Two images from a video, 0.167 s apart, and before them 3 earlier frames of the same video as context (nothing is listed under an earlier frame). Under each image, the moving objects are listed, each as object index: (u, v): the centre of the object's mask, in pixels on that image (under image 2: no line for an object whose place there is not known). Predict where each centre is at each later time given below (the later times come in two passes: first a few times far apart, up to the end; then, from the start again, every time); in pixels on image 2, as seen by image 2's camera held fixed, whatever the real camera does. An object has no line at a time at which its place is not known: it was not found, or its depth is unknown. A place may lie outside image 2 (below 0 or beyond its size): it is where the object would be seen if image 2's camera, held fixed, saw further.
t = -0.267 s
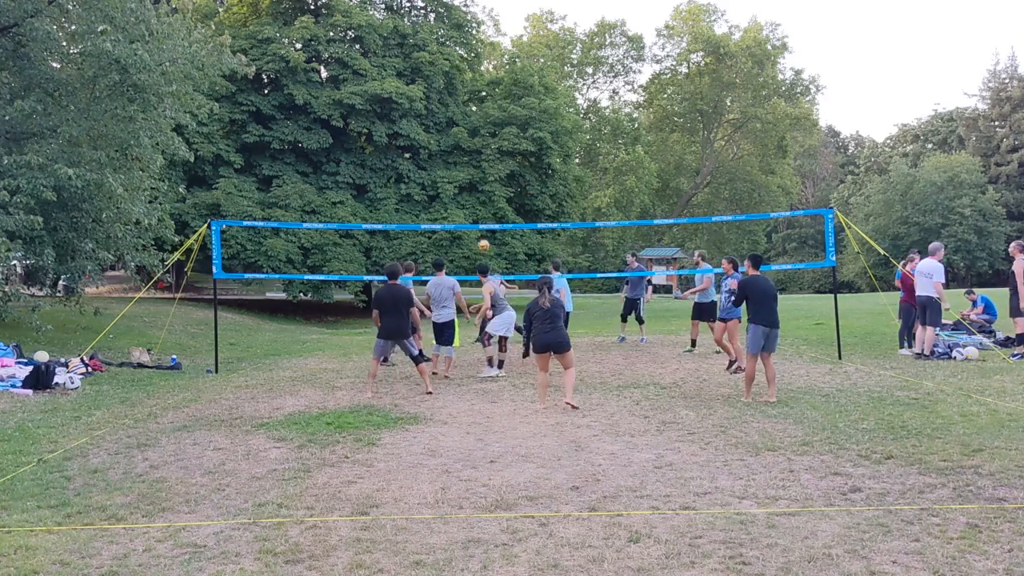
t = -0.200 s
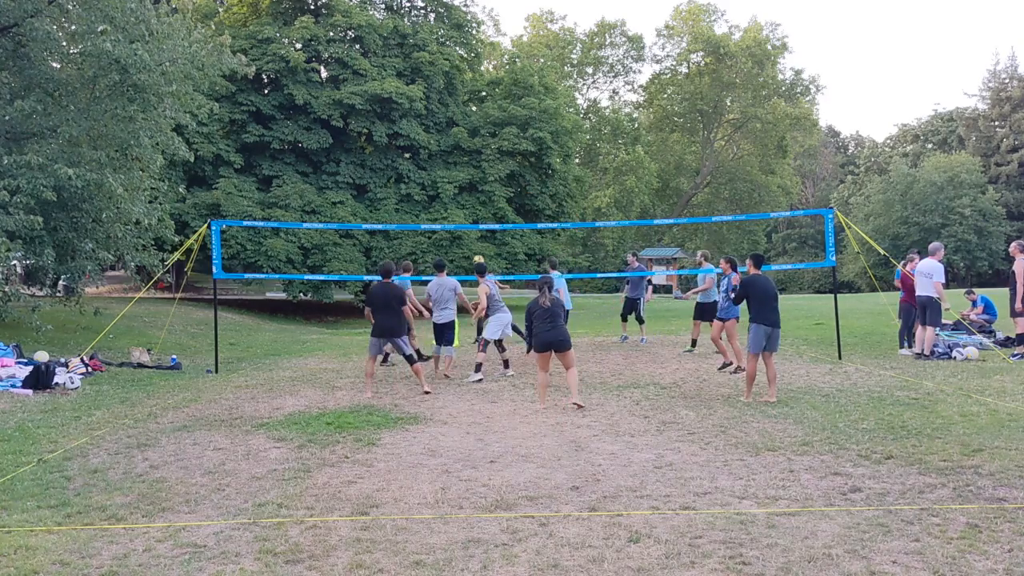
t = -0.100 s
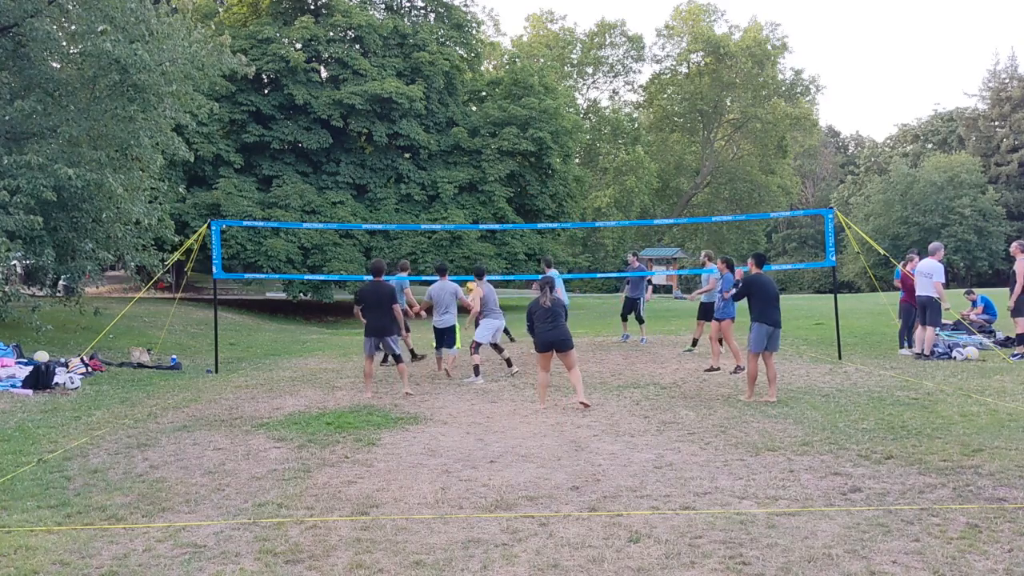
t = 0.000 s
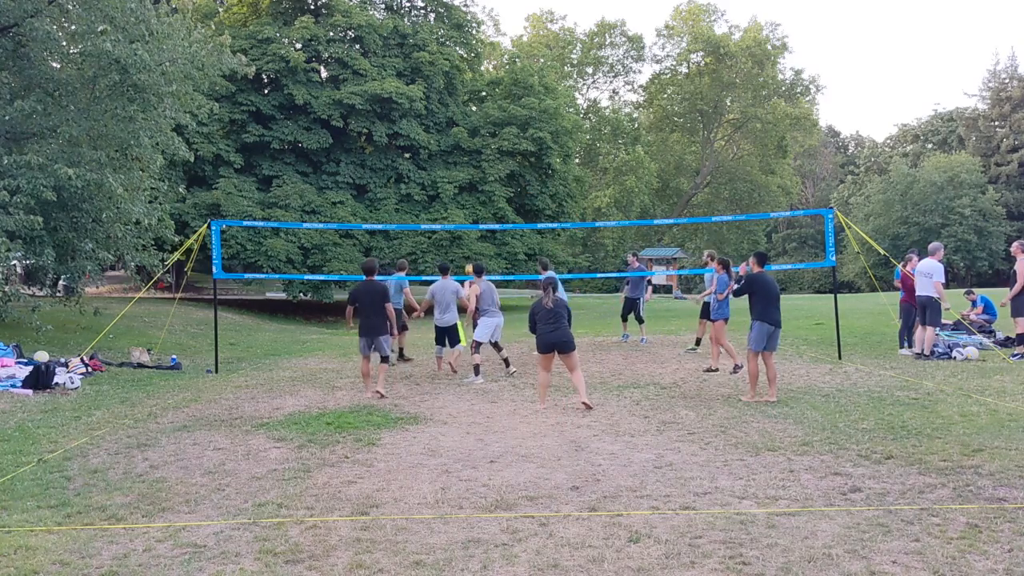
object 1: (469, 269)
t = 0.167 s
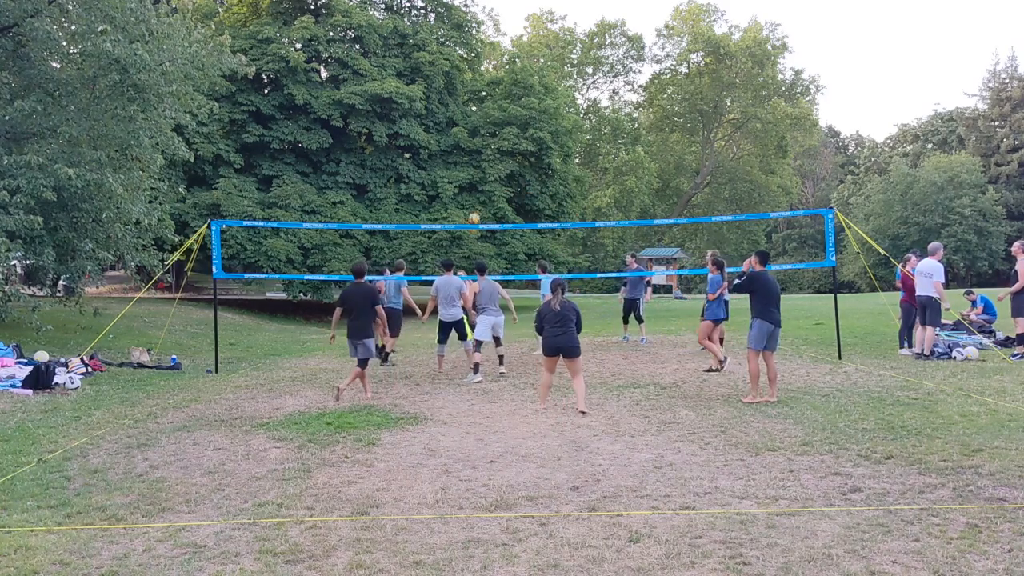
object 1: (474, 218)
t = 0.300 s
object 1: (477, 186)
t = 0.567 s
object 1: (485, 147)
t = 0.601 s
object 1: (485, 146)
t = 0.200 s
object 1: (475, 210)
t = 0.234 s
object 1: (476, 201)
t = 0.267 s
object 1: (476, 194)
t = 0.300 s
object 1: (477, 186)
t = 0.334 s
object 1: (478, 180)
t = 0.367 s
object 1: (479, 174)
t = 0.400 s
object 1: (480, 168)
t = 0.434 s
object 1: (481, 163)
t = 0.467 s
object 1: (482, 159)
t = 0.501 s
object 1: (482, 154)
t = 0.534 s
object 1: (483, 151)
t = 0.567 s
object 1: (485, 147)
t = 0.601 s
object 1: (485, 146)
